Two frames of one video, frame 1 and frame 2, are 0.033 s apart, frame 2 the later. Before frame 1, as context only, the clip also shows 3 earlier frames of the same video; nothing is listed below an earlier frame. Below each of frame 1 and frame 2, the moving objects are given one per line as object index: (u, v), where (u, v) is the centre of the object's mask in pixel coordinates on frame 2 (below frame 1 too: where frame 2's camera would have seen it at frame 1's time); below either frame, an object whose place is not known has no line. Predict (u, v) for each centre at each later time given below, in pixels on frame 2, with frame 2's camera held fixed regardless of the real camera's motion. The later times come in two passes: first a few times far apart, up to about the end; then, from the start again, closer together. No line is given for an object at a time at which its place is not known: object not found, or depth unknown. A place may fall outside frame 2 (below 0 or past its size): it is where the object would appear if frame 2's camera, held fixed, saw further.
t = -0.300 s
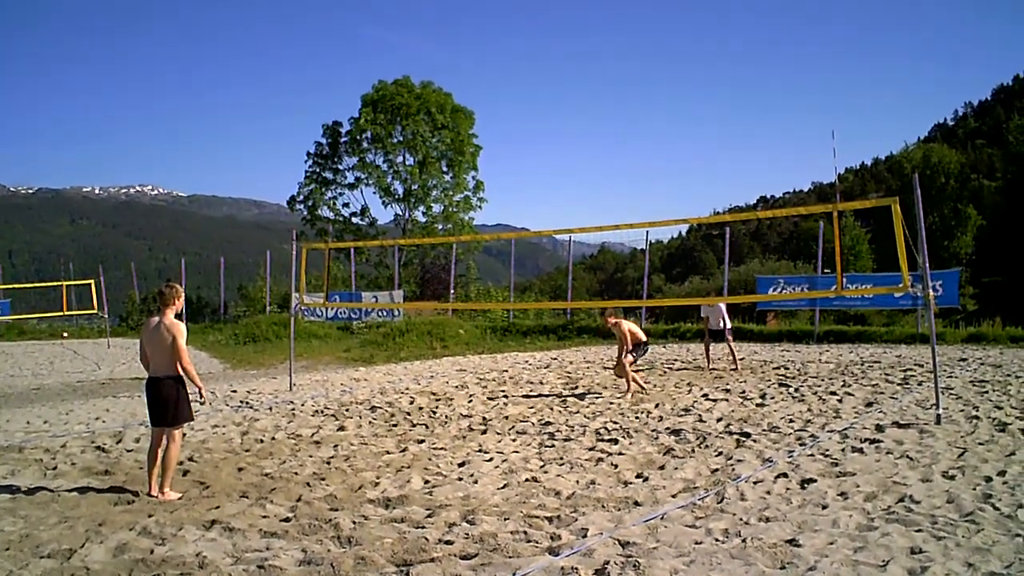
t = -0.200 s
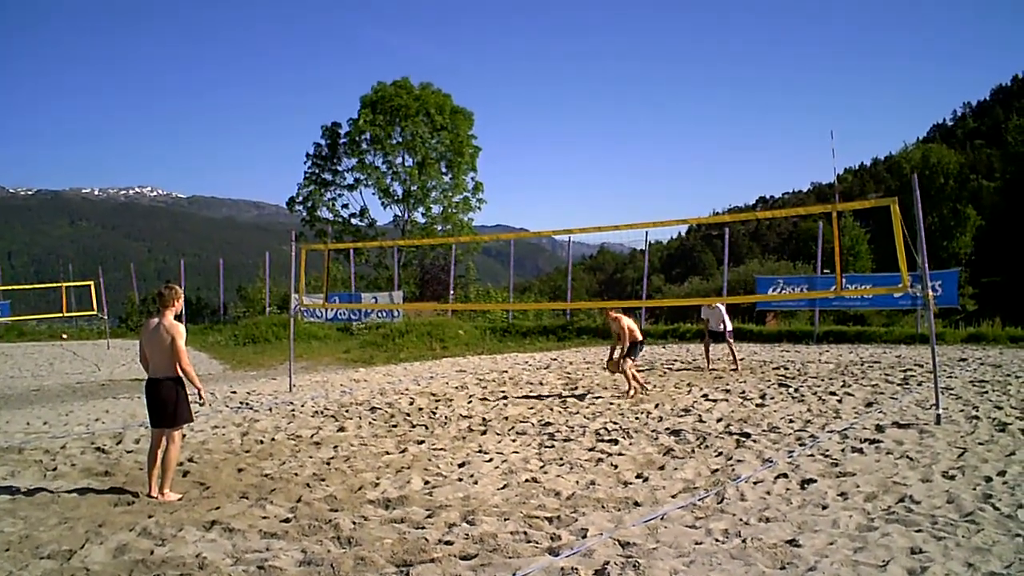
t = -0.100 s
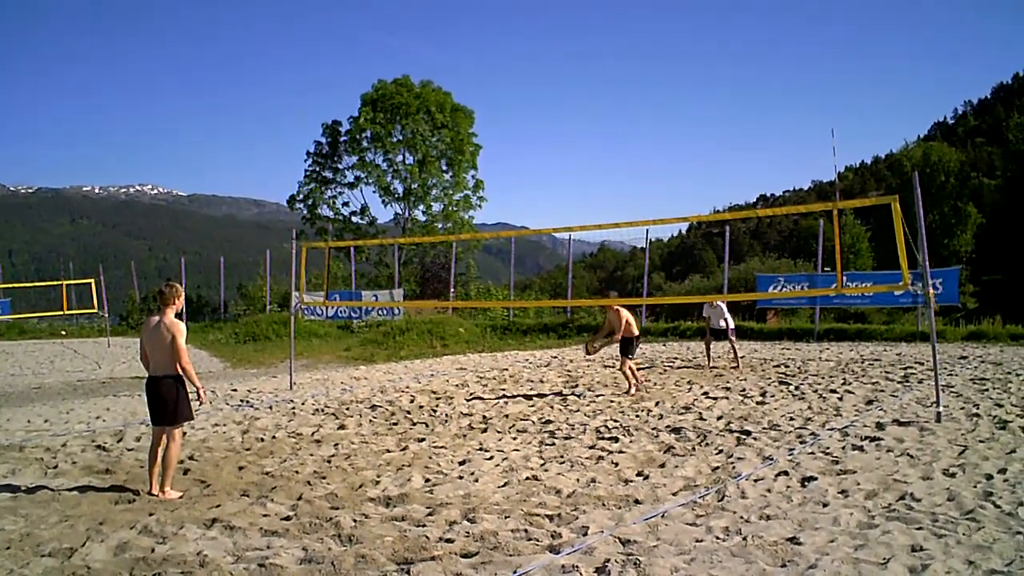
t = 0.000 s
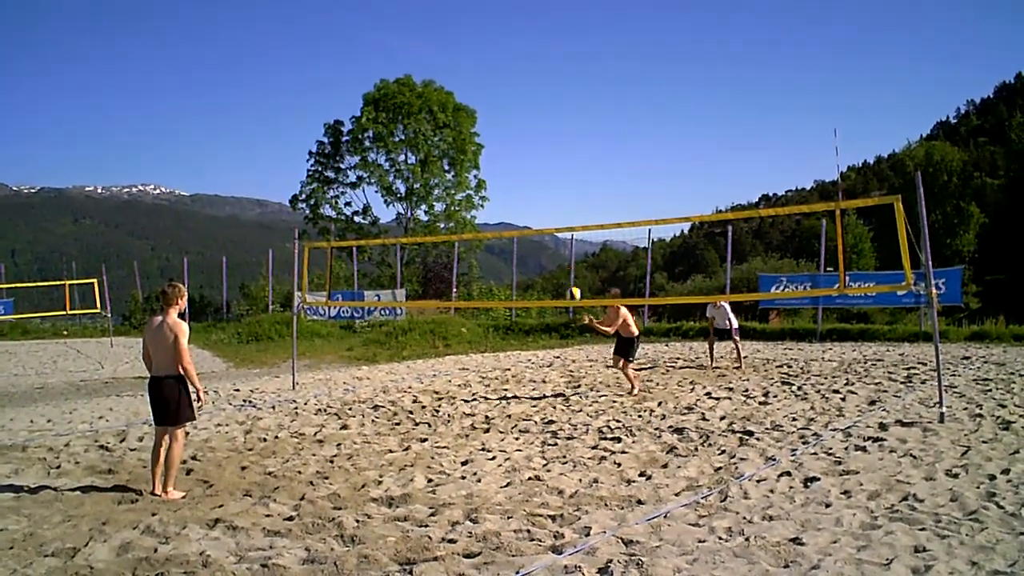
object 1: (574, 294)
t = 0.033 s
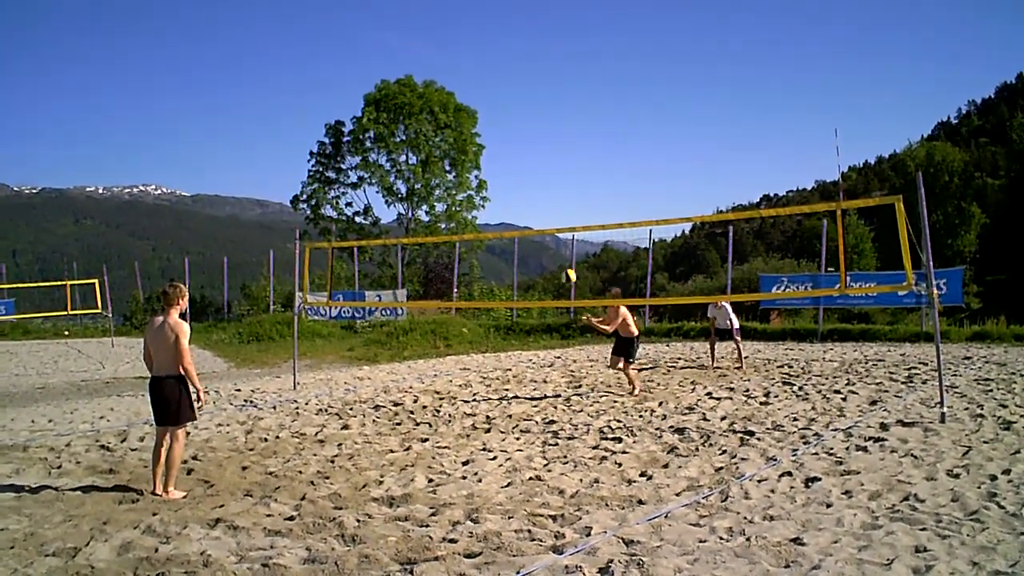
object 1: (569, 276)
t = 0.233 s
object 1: (532, 179)
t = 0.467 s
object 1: (486, 97)
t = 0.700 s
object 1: (436, 51)
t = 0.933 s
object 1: (385, 49)
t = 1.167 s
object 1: (331, 96)
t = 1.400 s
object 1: (274, 195)
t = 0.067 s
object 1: (563, 259)
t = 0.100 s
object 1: (557, 241)
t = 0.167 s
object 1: (545, 209)
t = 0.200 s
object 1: (539, 194)
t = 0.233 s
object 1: (532, 179)
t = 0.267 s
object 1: (526, 166)
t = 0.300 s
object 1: (519, 152)
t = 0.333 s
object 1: (513, 140)
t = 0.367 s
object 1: (506, 128)
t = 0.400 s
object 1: (499, 117)
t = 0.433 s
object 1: (493, 107)
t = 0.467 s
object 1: (486, 97)
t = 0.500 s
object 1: (479, 88)
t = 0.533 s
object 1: (472, 79)
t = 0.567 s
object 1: (464, 72)
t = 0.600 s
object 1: (457, 66)
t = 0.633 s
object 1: (450, 60)
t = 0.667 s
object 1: (443, 55)
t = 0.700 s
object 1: (436, 51)
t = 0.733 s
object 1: (429, 48)
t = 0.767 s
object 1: (422, 46)
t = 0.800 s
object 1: (415, 45)
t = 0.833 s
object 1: (407, 44)
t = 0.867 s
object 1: (400, 44)
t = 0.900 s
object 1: (392, 46)
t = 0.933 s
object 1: (385, 49)
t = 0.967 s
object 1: (377, 52)
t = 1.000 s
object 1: (369, 56)
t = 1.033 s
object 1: (362, 62)
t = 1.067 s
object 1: (354, 68)
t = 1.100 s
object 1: (347, 77)
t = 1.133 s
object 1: (339, 86)
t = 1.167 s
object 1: (331, 96)
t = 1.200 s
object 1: (322, 106)
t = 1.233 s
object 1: (315, 118)
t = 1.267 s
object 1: (306, 131)
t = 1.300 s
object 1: (299, 145)
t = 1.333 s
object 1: (290, 160)
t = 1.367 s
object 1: (282, 178)
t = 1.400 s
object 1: (274, 195)
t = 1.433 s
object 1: (267, 214)
